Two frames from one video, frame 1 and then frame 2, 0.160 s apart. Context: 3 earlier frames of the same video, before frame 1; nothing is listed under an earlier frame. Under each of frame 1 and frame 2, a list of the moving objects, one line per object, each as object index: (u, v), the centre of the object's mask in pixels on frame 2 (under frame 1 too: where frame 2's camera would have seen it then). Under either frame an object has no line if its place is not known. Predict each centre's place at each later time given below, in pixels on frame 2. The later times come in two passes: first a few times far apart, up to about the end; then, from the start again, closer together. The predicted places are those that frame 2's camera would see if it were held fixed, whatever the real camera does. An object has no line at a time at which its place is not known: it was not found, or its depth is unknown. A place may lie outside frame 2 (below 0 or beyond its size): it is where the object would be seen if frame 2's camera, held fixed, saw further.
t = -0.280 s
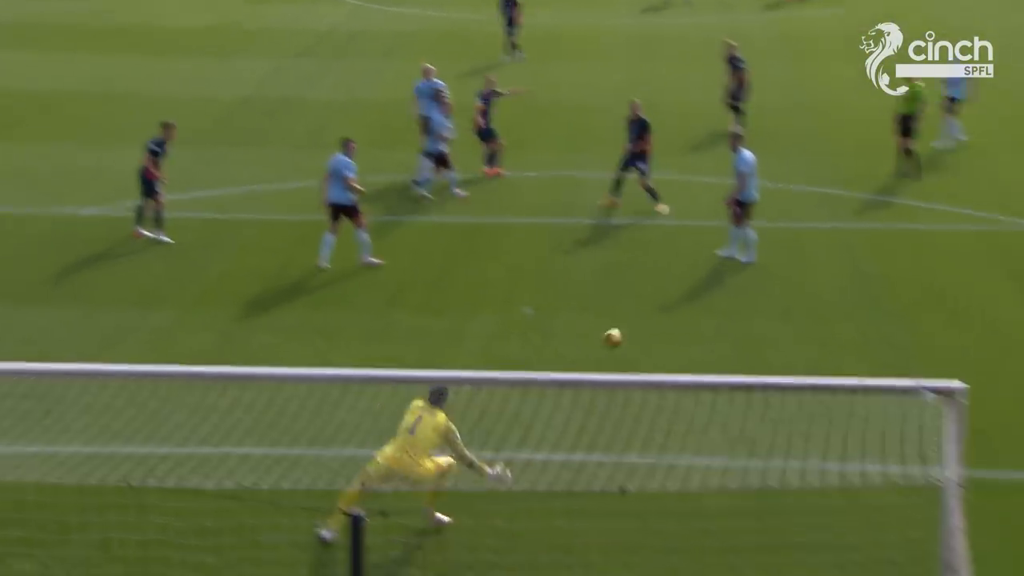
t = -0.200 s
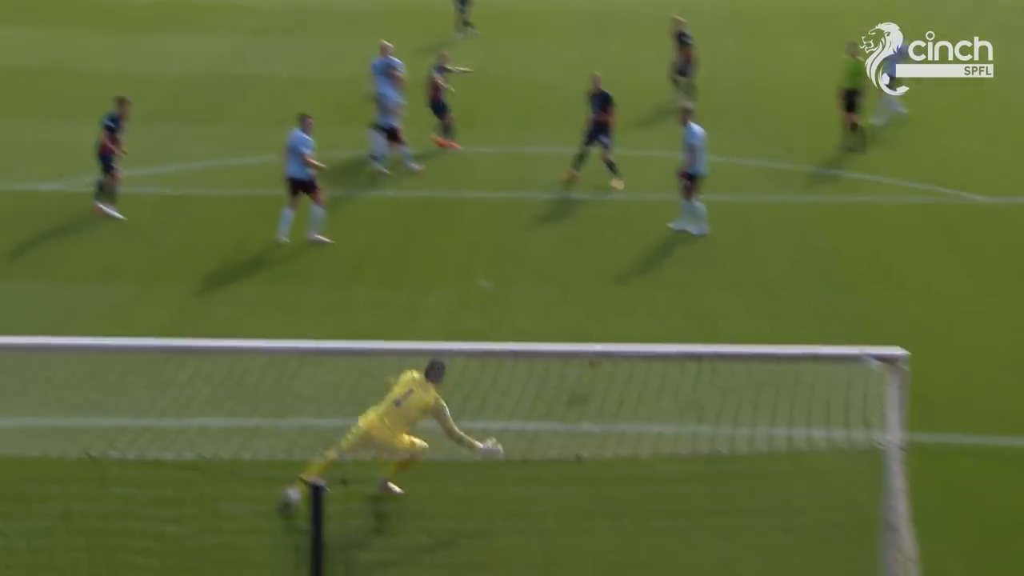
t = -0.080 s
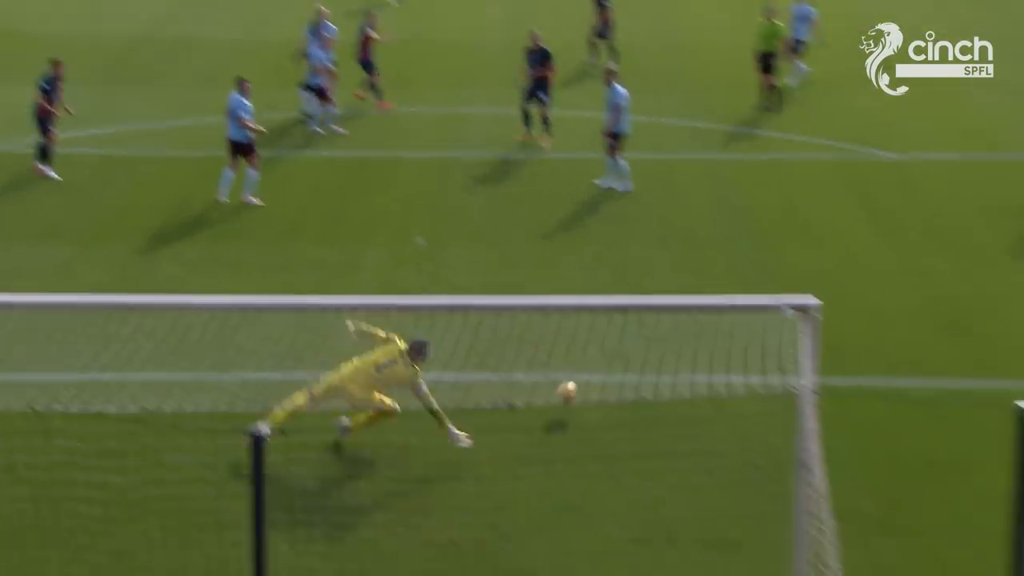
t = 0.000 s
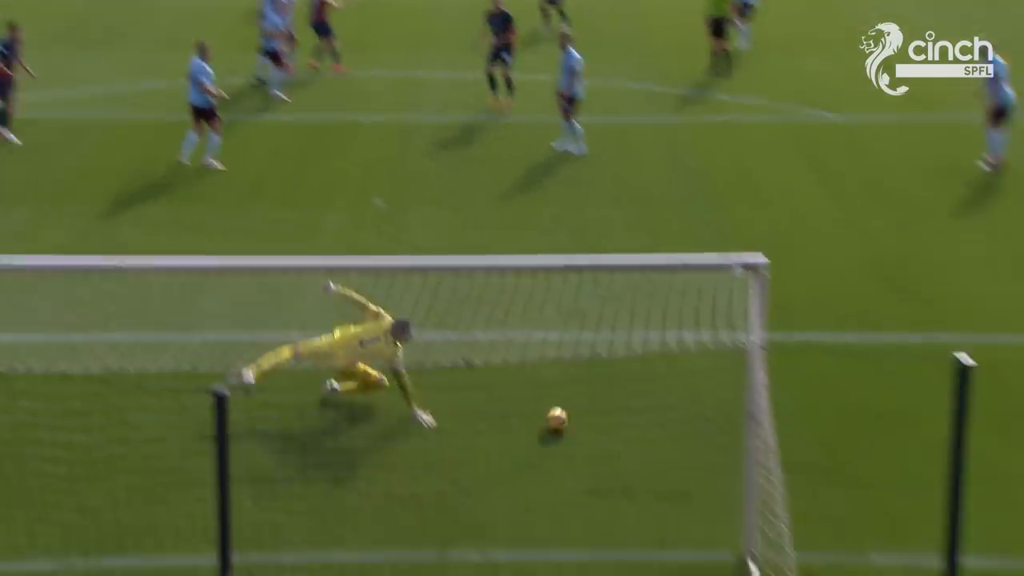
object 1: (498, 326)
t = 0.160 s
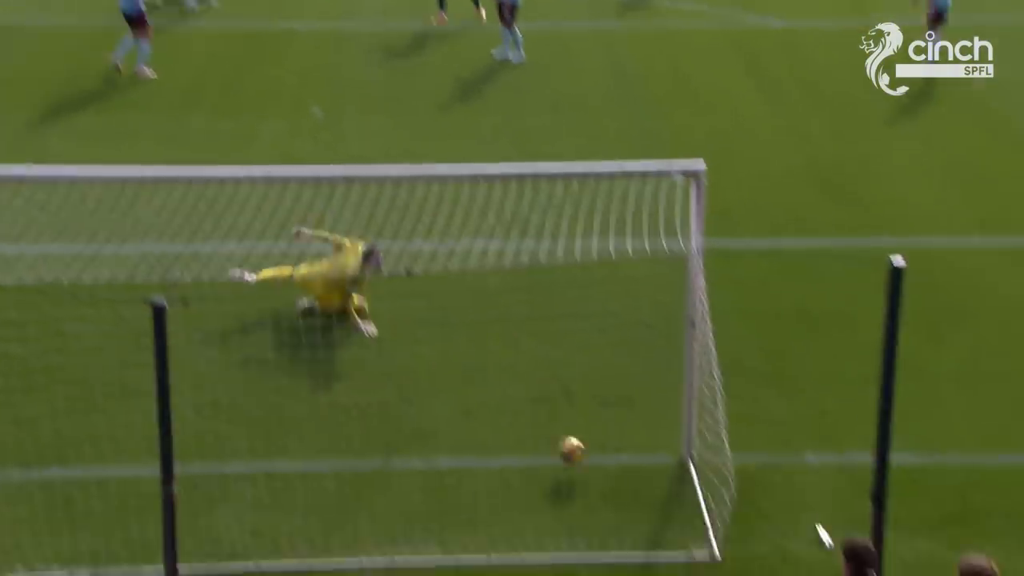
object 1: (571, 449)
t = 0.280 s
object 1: (632, 563)
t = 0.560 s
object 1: (626, 450)
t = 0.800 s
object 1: (604, 381)
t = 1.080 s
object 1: (579, 392)
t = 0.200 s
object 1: (592, 489)
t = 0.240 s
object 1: (615, 536)
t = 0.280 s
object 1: (632, 563)
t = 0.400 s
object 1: (639, 533)
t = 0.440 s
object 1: (635, 511)
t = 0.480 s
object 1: (632, 489)
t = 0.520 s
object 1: (629, 468)
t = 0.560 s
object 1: (626, 450)
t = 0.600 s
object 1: (623, 433)
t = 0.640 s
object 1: (619, 419)
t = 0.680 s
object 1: (616, 407)
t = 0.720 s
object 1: (612, 396)
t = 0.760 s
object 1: (609, 389)
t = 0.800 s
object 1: (604, 381)
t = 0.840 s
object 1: (601, 378)
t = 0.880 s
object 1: (599, 376)
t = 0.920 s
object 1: (594, 375)
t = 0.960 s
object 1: (591, 377)
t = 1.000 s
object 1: (587, 379)
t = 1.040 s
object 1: (584, 384)
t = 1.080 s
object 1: (579, 392)
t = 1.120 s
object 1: (577, 401)
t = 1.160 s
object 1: (574, 412)
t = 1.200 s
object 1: (572, 424)
